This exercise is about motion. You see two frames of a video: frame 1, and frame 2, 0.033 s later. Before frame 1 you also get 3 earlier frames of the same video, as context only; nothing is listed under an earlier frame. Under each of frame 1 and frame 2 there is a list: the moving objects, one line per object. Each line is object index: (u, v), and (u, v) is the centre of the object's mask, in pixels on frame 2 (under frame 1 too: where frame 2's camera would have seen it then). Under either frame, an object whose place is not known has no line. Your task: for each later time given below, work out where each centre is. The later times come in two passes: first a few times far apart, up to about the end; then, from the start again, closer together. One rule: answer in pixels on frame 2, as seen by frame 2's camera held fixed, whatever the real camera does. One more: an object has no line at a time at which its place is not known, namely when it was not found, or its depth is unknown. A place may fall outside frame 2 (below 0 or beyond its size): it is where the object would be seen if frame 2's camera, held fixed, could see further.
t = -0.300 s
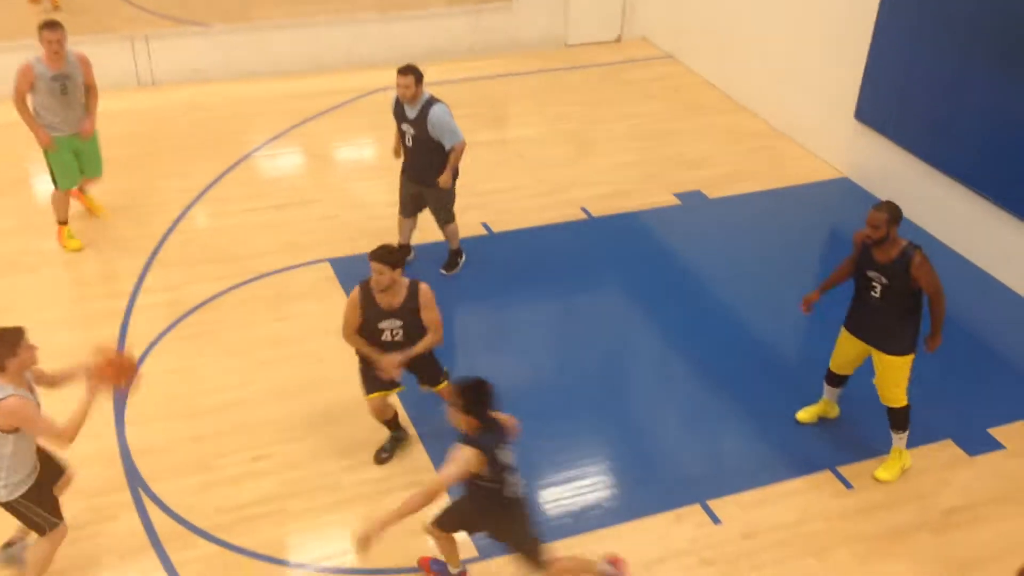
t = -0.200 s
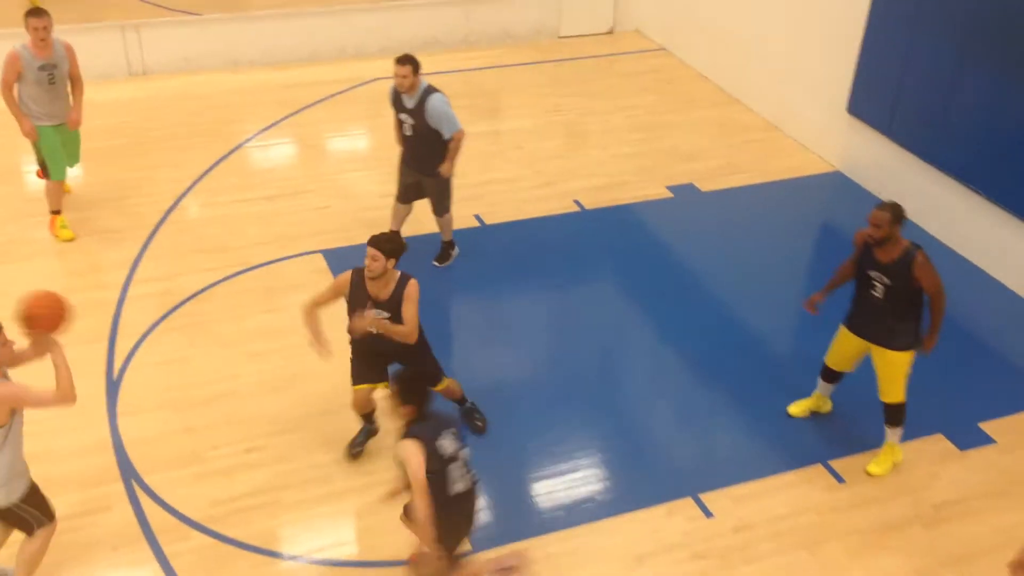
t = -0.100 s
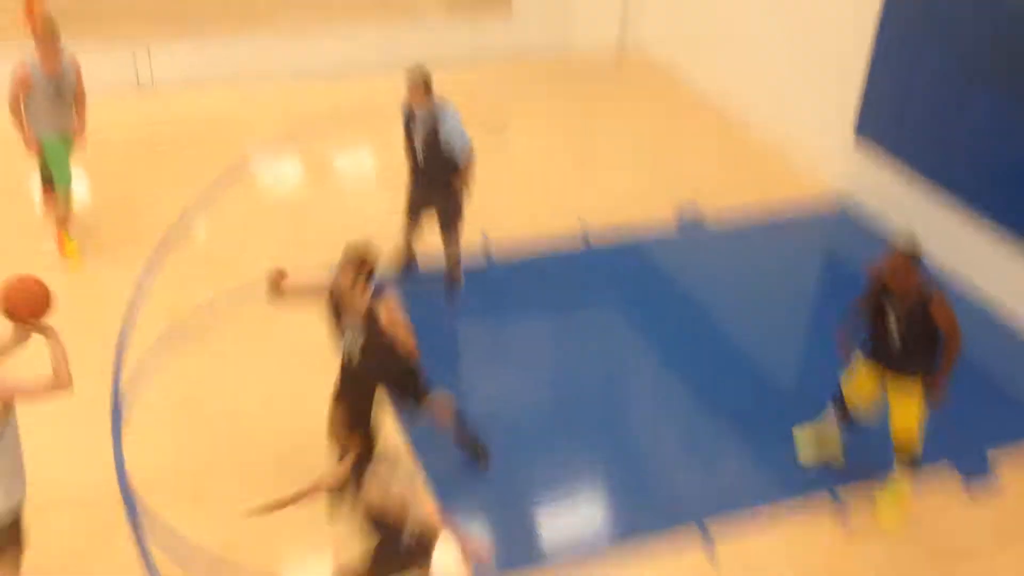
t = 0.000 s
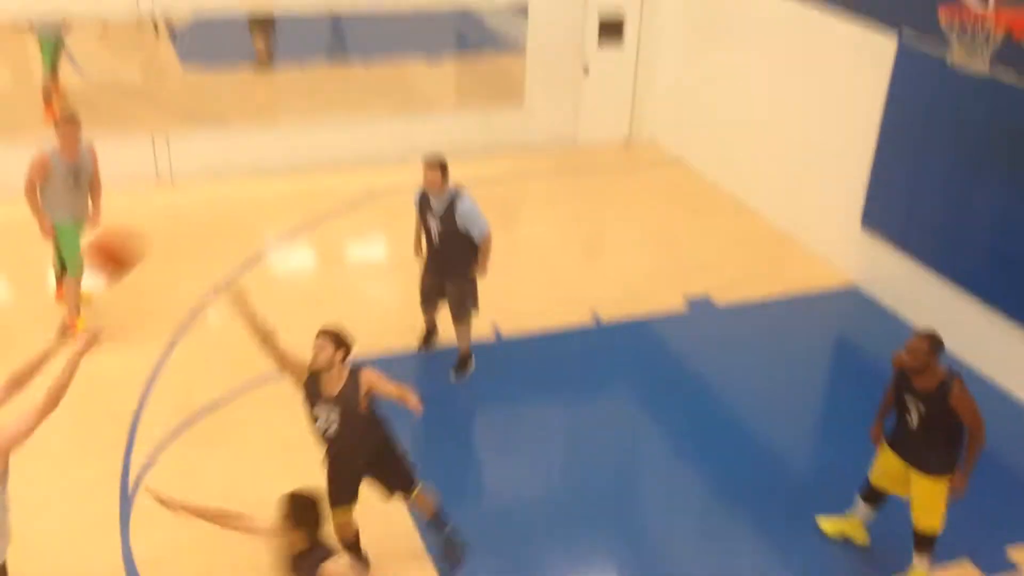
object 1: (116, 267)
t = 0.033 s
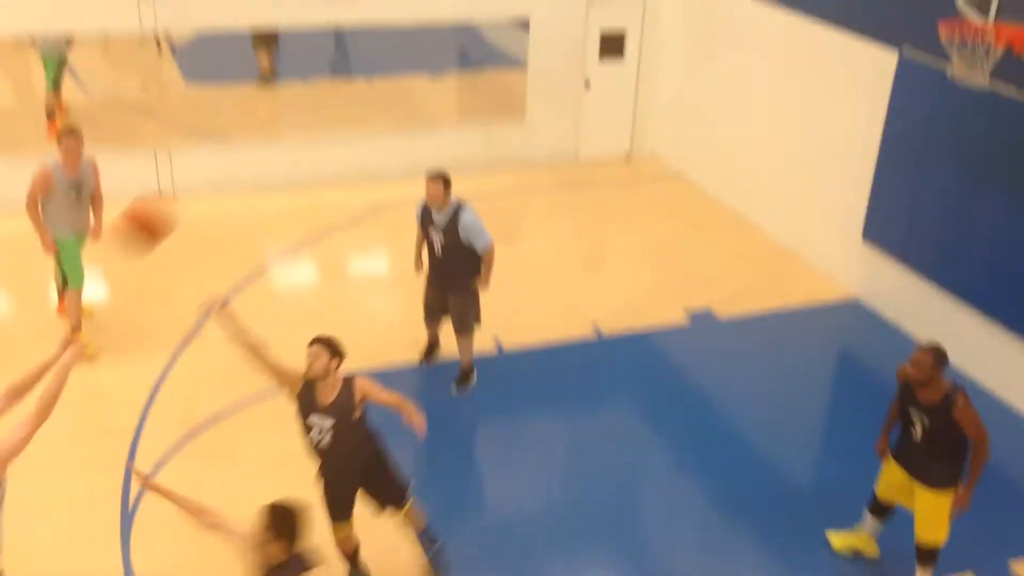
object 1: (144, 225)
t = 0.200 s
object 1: (302, 28)
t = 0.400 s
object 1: (479, -110)
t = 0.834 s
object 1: (795, -163)
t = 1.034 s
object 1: (892, -82)
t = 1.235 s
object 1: (953, 7)
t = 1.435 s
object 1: (988, -50)
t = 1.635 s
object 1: (992, -56)
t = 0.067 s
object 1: (174, 182)
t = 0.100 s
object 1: (205, 142)
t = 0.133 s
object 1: (236, 102)
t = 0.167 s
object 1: (269, 63)
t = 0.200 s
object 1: (302, 28)
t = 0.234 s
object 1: (333, -4)
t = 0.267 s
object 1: (362, -32)
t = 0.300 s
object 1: (393, -59)
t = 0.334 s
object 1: (426, -84)
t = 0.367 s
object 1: (452, -98)
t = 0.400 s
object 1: (479, -110)
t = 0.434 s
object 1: (507, -123)
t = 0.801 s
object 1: (774, -167)
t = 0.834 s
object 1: (795, -163)
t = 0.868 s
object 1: (812, -158)
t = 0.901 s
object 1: (831, -149)
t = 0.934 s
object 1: (847, -133)
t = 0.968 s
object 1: (861, -117)
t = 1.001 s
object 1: (876, -101)
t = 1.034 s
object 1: (892, -82)
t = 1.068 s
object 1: (905, -62)
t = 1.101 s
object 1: (917, -43)
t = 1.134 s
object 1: (928, -22)
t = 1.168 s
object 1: (938, -1)
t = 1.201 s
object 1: (947, 17)
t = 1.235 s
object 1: (953, 7)
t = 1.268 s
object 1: (959, -7)
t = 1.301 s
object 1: (967, -19)
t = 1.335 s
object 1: (972, -29)
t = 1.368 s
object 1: (978, -37)
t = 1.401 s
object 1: (984, -44)
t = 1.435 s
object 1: (988, -50)
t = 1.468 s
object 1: (992, -52)
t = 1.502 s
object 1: (996, -54)
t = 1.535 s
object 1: (999, -55)
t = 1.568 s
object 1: (1001, -55)
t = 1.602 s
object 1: (998, -56)
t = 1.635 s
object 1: (992, -56)
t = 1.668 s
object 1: (985, -54)
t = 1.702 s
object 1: (978, -52)
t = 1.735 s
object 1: (971, -47)
